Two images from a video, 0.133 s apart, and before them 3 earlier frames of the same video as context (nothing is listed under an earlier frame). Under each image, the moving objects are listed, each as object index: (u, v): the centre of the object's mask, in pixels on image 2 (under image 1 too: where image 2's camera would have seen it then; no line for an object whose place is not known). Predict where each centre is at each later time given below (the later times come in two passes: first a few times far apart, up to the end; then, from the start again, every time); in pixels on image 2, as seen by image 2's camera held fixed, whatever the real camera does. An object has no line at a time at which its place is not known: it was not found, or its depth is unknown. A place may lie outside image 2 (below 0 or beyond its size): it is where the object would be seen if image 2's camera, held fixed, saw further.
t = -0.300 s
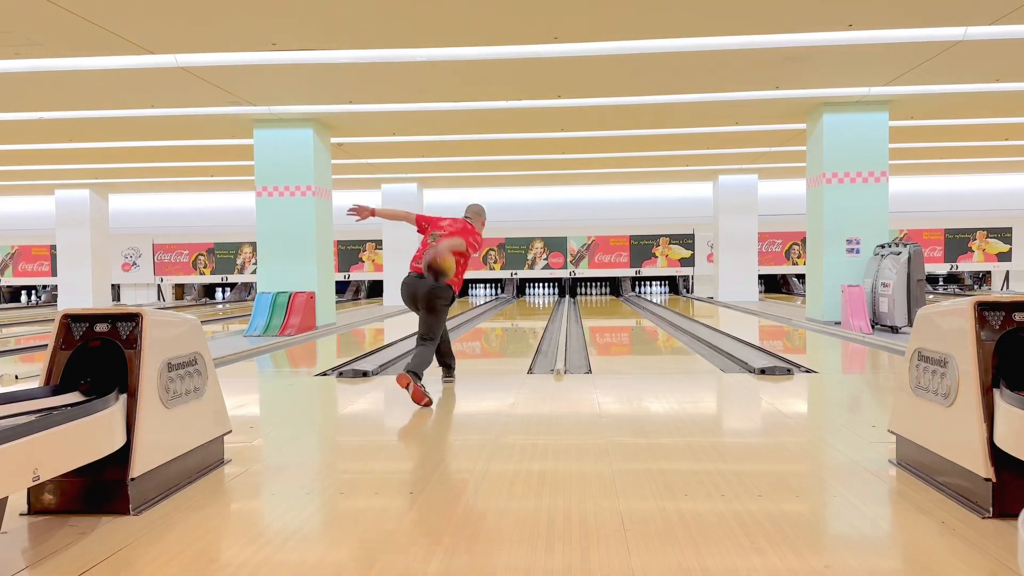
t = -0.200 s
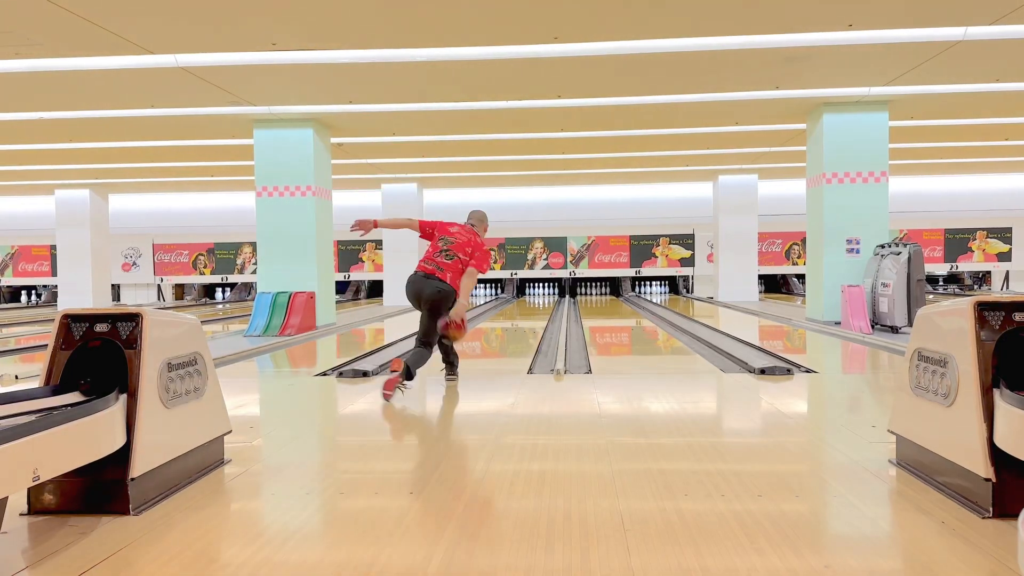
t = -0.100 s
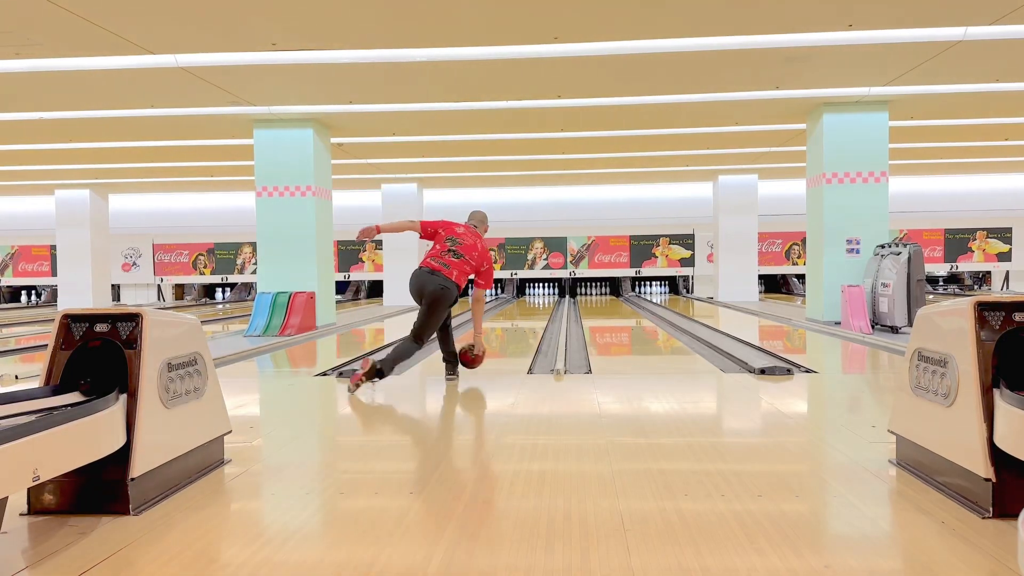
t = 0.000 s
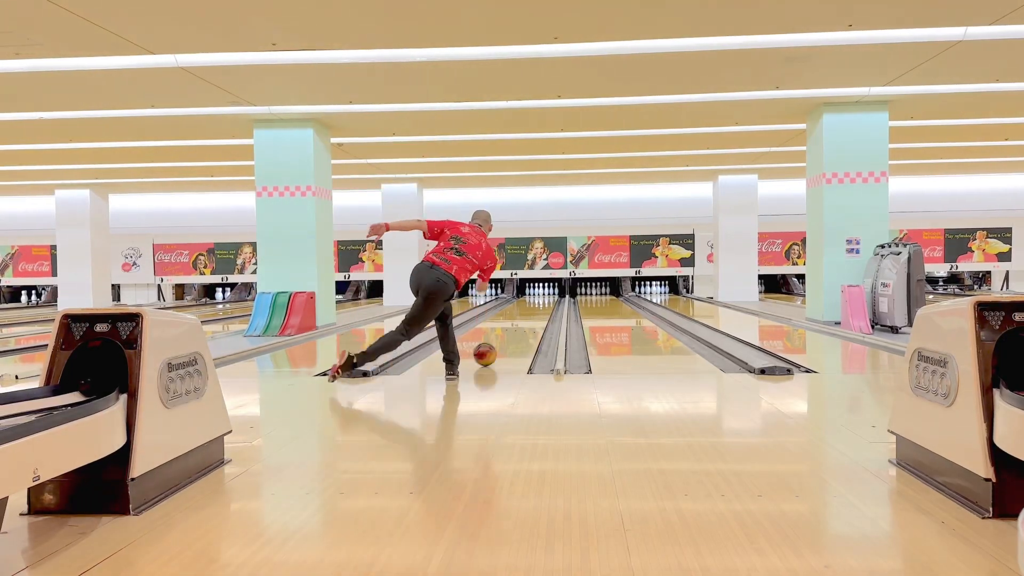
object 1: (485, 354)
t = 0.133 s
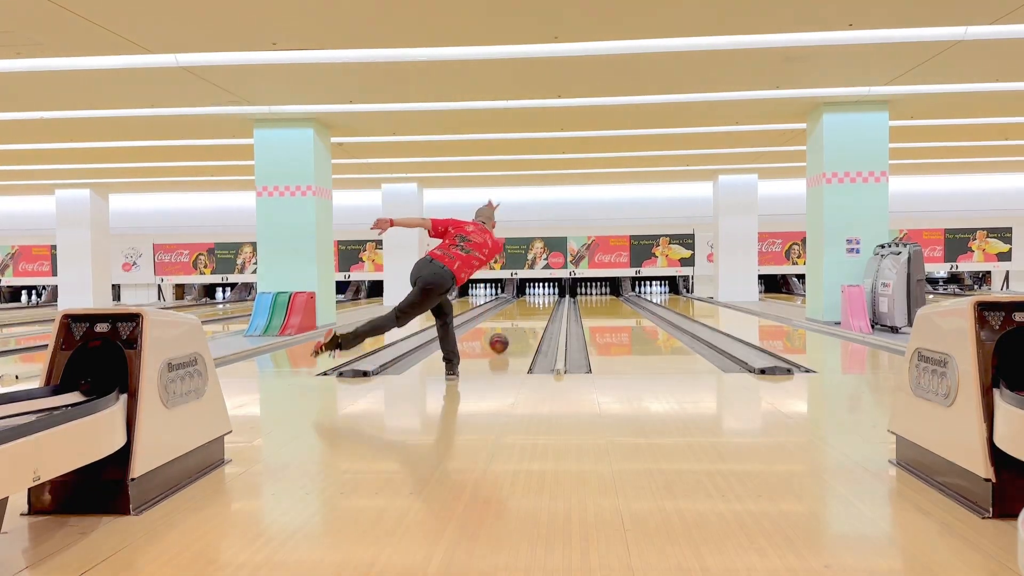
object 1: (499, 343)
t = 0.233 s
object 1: (506, 336)
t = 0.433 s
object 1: (519, 326)
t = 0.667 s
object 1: (529, 317)
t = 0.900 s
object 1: (536, 311)
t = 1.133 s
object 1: (542, 306)
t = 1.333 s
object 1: (545, 303)
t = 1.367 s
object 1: (545, 302)
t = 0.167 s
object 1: (501, 341)
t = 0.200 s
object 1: (504, 338)
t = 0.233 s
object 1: (506, 336)
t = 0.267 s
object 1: (509, 334)
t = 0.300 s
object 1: (511, 332)
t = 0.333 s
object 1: (513, 331)
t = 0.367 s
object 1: (515, 329)
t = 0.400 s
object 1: (517, 327)
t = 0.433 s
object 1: (519, 326)
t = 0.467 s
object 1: (521, 324)
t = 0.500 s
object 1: (522, 323)
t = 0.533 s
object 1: (524, 322)
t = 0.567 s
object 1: (525, 320)
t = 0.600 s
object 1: (527, 319)
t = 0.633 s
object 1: (528, 318)
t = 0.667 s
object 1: (529, 317)
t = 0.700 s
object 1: (531, 316)
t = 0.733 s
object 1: (531, 315)
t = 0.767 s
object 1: (532, 314)
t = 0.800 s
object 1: (534, 313)
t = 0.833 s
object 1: (535, 312)
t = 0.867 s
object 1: (535, 312)
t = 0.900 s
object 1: (536, 311)
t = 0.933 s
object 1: (537, 310)
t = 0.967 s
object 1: (538, 309)
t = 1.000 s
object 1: (539, 308)
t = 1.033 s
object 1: (539, 308)
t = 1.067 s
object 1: (541, 307)
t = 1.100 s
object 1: (541, 307)
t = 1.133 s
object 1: (542, 306)
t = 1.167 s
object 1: (543, 305)
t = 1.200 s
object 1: (543, 305)
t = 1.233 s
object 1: (543, 305)
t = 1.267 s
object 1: (544, 304)
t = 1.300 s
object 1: (545, 303)
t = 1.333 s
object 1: (545, 303)
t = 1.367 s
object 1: (545, 302)
